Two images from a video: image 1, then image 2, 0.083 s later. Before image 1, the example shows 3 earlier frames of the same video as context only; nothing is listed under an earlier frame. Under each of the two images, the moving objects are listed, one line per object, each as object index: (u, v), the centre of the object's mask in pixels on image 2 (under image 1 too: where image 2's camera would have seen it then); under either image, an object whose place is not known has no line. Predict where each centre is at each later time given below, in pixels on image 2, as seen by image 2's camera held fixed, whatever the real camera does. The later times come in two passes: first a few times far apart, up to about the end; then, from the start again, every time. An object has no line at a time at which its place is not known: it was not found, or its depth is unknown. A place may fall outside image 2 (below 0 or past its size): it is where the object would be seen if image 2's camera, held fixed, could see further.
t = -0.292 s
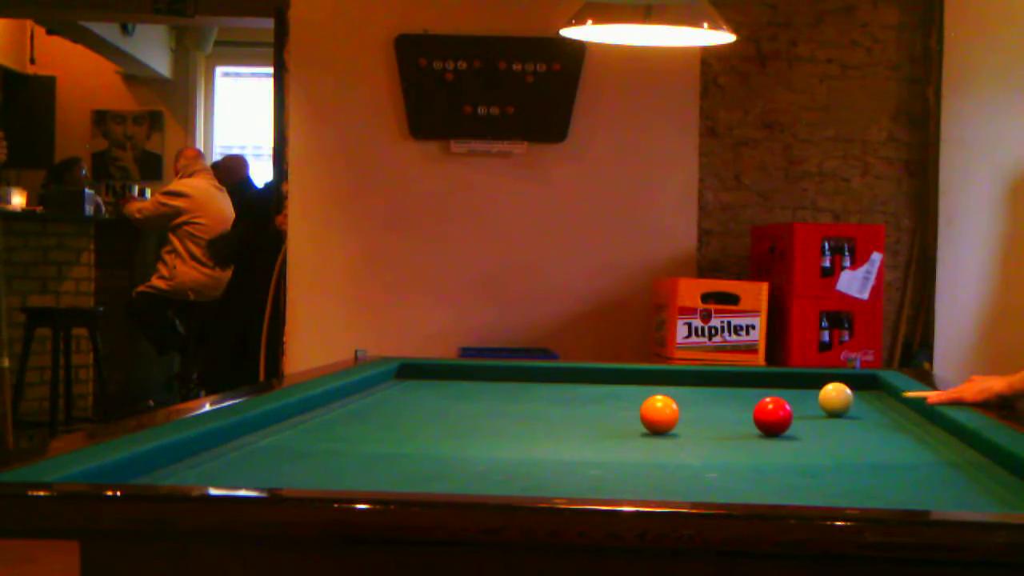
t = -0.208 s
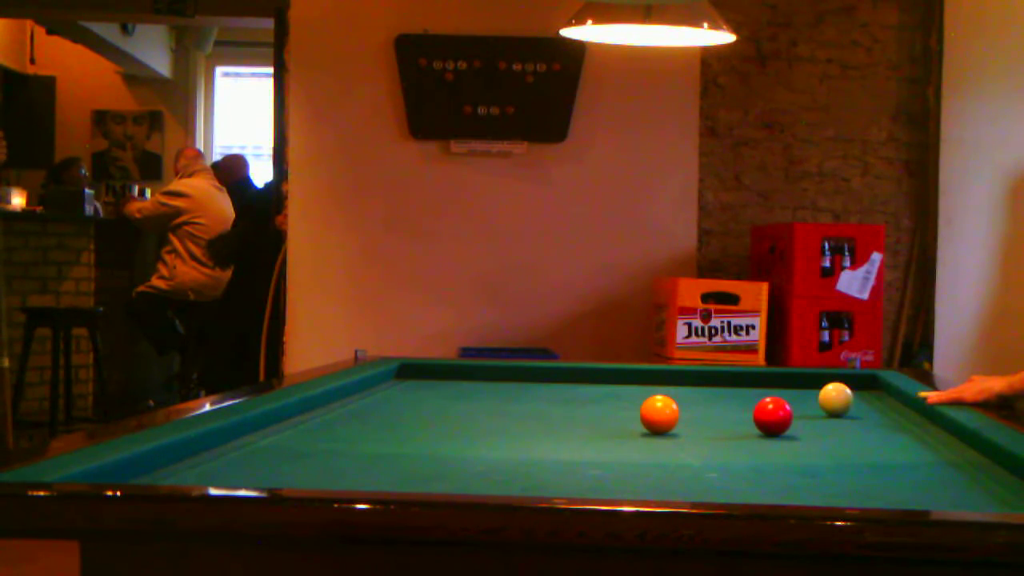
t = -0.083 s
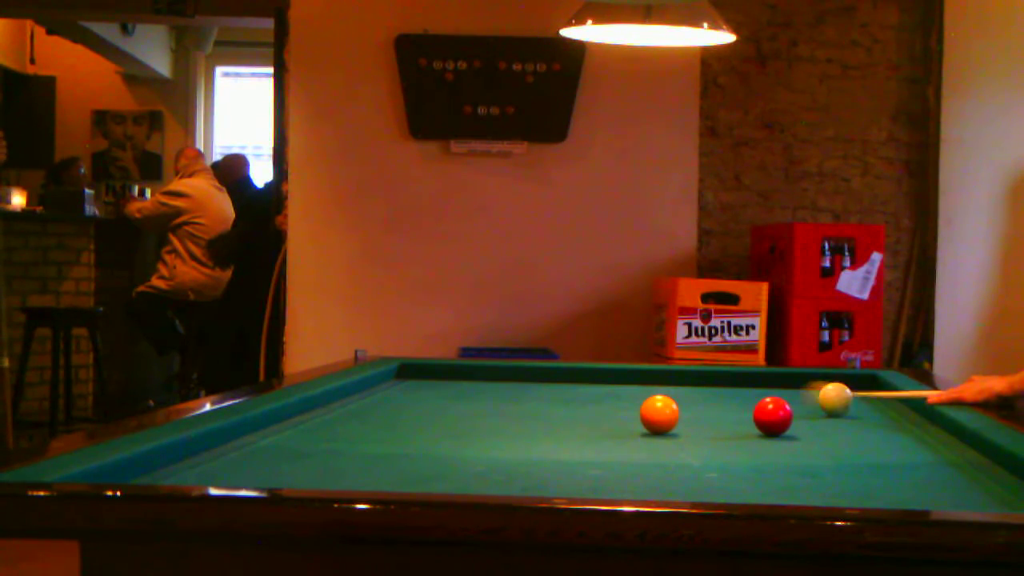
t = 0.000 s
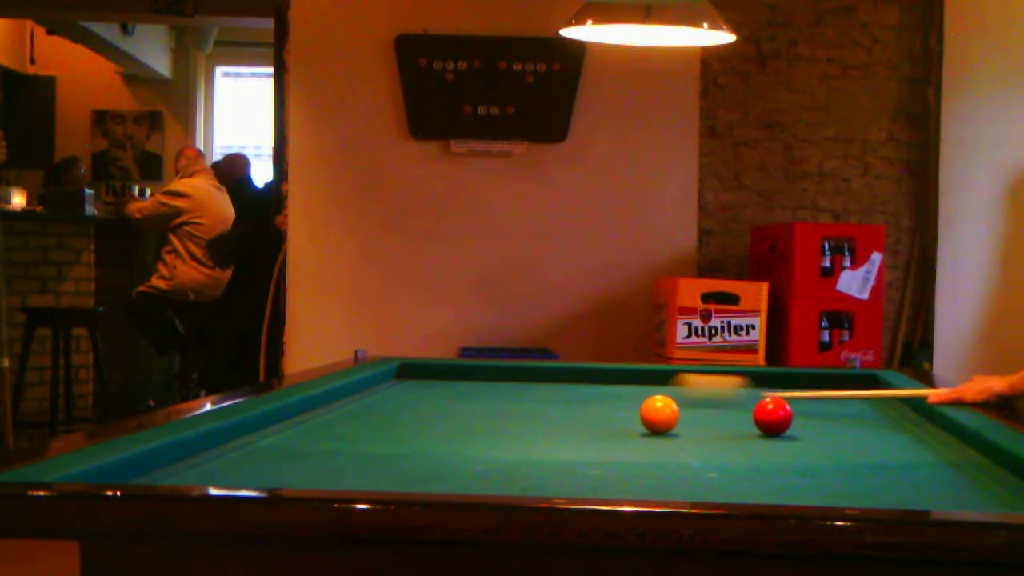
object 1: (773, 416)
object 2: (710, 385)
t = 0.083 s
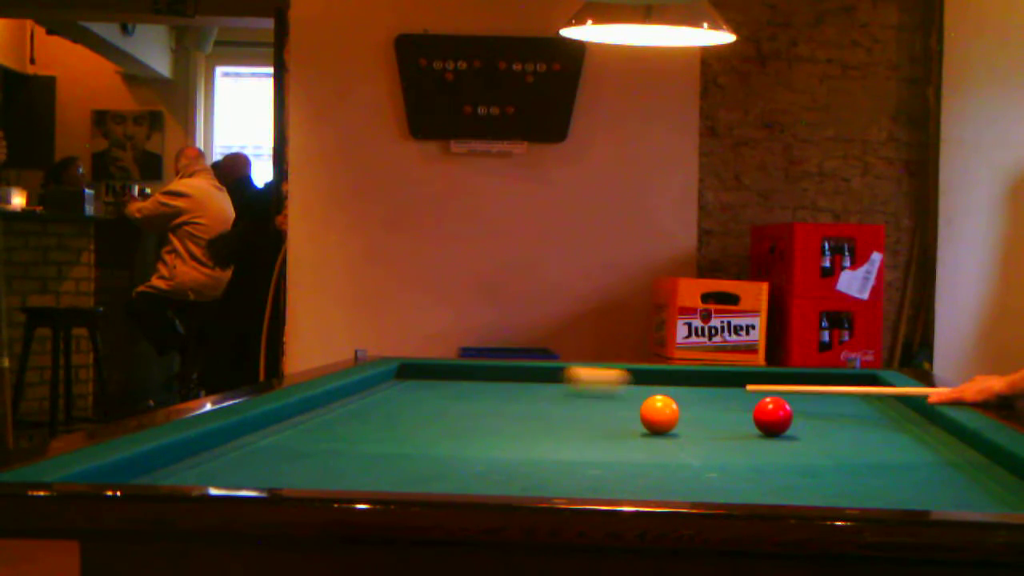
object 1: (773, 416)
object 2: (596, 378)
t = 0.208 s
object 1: (772, 416)
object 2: (456, 369)
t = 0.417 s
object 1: (773, 416)
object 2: (534, 372)
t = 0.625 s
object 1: (772, 416)
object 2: (681, 385)
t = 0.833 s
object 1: (773, 416)
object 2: (830, 396)
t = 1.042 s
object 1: (773, 416)
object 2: (851, 408)
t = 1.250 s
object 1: (725, 418)
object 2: (810, 417)
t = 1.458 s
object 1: (635, 423)
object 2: (810, 423)
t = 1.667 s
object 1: (547, 428)
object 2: (809, 429)
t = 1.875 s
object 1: (449, 434)
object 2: (808, 435)
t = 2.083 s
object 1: (343, 440)
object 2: (807, 442)
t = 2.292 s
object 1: (230, 445)
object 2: (806, 450)
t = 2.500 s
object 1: (211, 455)
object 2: (804, 457)
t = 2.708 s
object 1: (254, 463)
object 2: (801, 466)
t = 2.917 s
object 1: (300, 469)
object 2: (798, 474)
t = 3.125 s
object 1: (349, 475)
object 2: (796, 481)
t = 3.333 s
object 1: (403, 481)
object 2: (792, 486)
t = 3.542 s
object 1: (469, 480)
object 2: (788, 491)
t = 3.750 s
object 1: (529, 479)
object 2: (770, 492)
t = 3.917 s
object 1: (575, 478)
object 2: (743, 489)
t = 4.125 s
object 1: (628, 477)
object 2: (712, 485)
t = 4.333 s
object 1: (669, 461)
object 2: (683, 481)
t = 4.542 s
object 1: (724, 474)
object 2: (656, 477)
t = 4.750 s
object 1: (767, 472)
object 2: (632, 475)
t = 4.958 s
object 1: (806, 469)
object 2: (608, 471)
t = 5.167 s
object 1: (843, 467)
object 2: (587, 468)
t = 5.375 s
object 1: (878, 465)
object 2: (566, 464)
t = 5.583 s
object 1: (910, 462)
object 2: (547, 461)
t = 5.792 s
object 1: (940, 460)
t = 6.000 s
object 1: (967, 458)
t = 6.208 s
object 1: (983, 456)
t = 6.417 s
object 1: (964, 454)
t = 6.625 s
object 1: (947, 451)
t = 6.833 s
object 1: (930, 450)
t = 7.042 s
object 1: (915, 448)
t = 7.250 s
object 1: (901, 447)
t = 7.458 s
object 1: (889, 446)
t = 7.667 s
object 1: (876, 444)
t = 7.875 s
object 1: (866, 443)
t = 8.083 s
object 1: (856, 442)
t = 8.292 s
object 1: (848, 442)
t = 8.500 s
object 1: (841, 441)
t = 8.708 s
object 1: (835, 441)
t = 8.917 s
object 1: (830, 440)
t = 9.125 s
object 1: (826, 440)
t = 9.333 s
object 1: (824, 439)
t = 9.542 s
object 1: (822, 440)
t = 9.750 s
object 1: (822, 439)
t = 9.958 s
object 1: (822, 440)
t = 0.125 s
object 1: (773, 416)
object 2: (544, 373)
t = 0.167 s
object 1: (773, 416)
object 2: (499, 372)
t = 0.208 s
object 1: (772, 416)
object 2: (456, 369)
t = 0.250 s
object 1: (773, 416)
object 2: (420, 367)
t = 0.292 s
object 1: (773, 416)
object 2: (438, 366)
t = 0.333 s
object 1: (773, 416)
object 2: (471, 368)
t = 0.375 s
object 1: (773, 416)
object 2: (502, 371)
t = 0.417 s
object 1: (773, 416)
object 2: (534, 372)
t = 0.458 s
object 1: (773, 416)
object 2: (565, 376)
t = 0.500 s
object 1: (773, 416)
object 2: (595, 377)
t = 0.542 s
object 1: (773, 416)
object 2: (624, 378)
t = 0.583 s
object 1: (773, 416)
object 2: (653, 381)
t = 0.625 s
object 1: (772, 416)
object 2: (681, 385)
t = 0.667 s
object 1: (773, 416)
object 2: (709, 385)
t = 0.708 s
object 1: (773, 416)
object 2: (737, 387)
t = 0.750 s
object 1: (773, 416)
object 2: (767, 388)
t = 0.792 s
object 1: (772, 416)
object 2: (799, 393)
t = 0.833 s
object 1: (773, 416)
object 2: (830, 396)
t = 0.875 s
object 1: (773, 416)
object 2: (863, 399)
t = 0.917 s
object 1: (773, 416)
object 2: (894, 400)
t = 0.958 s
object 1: (773, 416)
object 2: (890, 403)
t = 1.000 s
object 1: (773, 416)
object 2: (870, 406)
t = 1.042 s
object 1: (773, 416)
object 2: (851, 408)
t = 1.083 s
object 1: (773, 416)
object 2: (834, 410)
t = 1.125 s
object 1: (773, 416)
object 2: (817, 412)
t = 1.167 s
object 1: (766, 415)
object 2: (805, 414)
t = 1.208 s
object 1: (746, 416)
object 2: (808, 416)
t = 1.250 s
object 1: (725, 418)
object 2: (810, 417)
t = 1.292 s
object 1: (707, 419)
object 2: (811, 418)
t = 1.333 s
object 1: (692, 420)
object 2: (810, 419)
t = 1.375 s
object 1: (674, 421)
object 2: (810, 420)
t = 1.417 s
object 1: (655, 423)
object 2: (810, 422)
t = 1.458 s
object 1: (635, 423)
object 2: (810, 423)
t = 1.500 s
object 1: (619, 424)
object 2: (810, 424)
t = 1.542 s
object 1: (603, 425)
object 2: (810, 425)
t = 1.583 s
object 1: (584, 426)
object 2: (809, 426)
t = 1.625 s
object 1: (565, 427)
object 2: (809, 428)
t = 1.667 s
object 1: (547, 428)
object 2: (809, 429)
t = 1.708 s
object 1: (527, 429)
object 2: (809, 430)
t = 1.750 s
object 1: (509, 430)
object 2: (809, 431)
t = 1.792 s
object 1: (489, 432)
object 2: (809, 433)
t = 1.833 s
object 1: (469, 432)
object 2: (808, 434)
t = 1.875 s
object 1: (449, 434)
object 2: (808, 435)
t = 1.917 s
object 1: (428, 434)
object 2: (808, 437)
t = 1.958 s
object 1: (407, 436)
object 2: (808, 438)
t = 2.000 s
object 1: (387, 437)
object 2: (808, 439)
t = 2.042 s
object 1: (365, 438)
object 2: (807, 441)
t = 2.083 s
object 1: (343, 440)
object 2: (807, 442)
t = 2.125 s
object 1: (321, 440)
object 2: (806, 444)
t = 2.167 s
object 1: (297, 442)
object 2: (806, 445)
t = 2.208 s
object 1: (275, 444)
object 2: (806, 447)
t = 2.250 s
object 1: (252, 445)
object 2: (806, 448)
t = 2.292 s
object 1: (230, 445)
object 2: (806, 450)
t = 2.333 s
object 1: (205, 447)
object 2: (805, 451)
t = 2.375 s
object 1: (186, 450)
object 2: (805, 453)
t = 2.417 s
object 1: (194, 452)
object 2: (804, 454)
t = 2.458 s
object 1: (202, 454)
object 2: (804, 456)
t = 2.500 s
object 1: (211, 455)
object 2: (804, 457)
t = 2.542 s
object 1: (219, 457)
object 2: (803, 459)
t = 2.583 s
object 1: (227, 459)
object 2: (803, 461)
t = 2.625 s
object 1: (236, 460)
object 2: (802, 462)
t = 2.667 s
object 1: (245, 462)
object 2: (802, 464)
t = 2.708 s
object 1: (254, 463)
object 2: (801, 466)
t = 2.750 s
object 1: (263, 465)
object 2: (801, 468)
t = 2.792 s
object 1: (272, 466)
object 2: (800, 469)
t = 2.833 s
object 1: (281, 467)
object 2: (799, 471)
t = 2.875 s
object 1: (290, 468)
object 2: (799, 473)
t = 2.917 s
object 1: (300, 469)
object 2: (798, 474)
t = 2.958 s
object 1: (309, 470)
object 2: (798, 475)
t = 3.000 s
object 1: (319, 471)
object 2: (797, 477)
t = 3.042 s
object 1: (329, 473)
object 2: (796, 478)
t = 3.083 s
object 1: (338, 474)
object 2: (796, 480)
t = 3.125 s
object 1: (349, 475)
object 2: (796, 481)
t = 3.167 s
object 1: (359, 476)
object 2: (795, 482)
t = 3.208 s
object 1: (369, 478)
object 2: (794, 483)
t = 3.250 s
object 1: (379, 479)
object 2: (793, 484)
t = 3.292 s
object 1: (390, 481)
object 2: (792, 485)
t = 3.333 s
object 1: (403, 481)
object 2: (792, 486)
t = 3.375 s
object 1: (417, 481)
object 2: (791, 487)
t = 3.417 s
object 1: (430, 481)
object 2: (790, 488)
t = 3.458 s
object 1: (443, 480)
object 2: (789, 489)
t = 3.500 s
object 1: (456, 480)
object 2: (789, 490)
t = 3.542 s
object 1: (469, 480)
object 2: (788, 491)
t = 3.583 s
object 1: (480, 480)
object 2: (787, 492)
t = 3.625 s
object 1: (493, 479)
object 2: (786, 493)
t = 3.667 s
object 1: (506, 479)
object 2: (785, 494)
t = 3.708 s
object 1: (518, 479)
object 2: (778, 493)
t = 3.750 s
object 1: (529, 479)
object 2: (770, 492)
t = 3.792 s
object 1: (541, 479)
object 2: (763, 491)
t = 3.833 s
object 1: (552, 479)
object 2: (756, 490)
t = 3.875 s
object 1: (563, 478)
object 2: (749, 490)
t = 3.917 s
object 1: (575, 478)
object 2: (743, 489)
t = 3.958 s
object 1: (586, 478)
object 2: (736, 488)
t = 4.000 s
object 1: (596, 478)
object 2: (730, 487)
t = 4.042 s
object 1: (607, 478)
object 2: (724, 486)
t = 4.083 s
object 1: (617, 477)
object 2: (718, 486)
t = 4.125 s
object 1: (628, 477)
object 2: (712, 485)
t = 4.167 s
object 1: (638, 477)
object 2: (706, 484)
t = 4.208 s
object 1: (646, 476)
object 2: (701, 484)
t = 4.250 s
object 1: (651, 474)
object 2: (695, 483)
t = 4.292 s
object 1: (657, 471)
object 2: (689, 482)
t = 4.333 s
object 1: (669, 461)
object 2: (683, 481)
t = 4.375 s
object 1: (699, 466)
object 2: (678, 481)
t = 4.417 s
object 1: (706, 472)
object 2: (672, 480)
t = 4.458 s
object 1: (711, 474)
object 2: (667, 479)
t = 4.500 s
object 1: (716, 475)
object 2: (661, 478)
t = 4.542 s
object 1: (724, 474)
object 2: (656, 477)
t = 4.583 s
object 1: (733, 474)
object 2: (650, 477)
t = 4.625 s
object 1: (741, 473)
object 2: (646, 477)
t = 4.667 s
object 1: (750, 473)
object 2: (641, 476)
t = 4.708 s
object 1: (759, 473)
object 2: (636, 475)
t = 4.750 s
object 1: (767, 472)
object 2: (632, 475)
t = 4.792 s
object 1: (775, 472)
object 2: (626, 474)
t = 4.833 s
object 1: (783, 471)
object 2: (622, 473)
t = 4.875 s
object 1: (791, 470)
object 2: (617, 472)
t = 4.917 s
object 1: (798, 470)
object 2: (612, 472)
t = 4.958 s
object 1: (806, 469)
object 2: (608, 471)
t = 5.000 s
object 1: (814, 469)
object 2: (604, 471)
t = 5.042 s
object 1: (821, 468)
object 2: (599, 470)
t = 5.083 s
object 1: (829, 468)
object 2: (595, 469)
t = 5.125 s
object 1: (836, 468)
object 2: (591, 469)
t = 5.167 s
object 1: (843, 467)
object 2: (587, 468)
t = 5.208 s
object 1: (851, 467)
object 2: (583, 468)
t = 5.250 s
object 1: (858, 466)
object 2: (579, 467)
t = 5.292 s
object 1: (865, 465)
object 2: (575, 466)
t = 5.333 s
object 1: (872, 465)
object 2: (571, 465)
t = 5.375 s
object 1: (878, 465)
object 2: (566, 464)
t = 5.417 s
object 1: (885, 464)
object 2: (562, 463)
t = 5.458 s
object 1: (891, 463)
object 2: (558, 463)
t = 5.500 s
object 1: (898, 463)
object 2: (555, 462)
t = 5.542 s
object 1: (904, 463)
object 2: (551, 461)
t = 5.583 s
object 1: (910, 462)
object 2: (547, 461)
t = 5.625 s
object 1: (916, 461)
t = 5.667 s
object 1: (923, 461)
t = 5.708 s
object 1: (928, 461)
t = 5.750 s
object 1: (935, 460)
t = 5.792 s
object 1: (940, 460)
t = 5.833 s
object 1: (946, 460)
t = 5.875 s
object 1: (951, 459)
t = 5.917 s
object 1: (957, 459)
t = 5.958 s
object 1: (962, 458)
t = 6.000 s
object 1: (967, 458)
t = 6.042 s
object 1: (973, 458)
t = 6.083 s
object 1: (977, 457)
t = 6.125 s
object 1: (982, 456)
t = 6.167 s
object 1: (986, 456)
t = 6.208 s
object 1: (983, 456)
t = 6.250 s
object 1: (979, 456)
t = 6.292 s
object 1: (975, 455)
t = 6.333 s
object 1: (971, 455)
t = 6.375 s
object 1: (968, 454)
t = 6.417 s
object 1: (964, 454)
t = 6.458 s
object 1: (961, 453)
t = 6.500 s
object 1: (957, 453)
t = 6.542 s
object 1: (953, 452)
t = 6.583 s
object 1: (950, 452)
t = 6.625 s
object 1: (947, 451)
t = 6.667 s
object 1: (943, 451)
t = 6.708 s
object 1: (940, 451)
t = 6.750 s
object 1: (937, 450)
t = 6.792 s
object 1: (934, 450)
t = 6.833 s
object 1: (930, 450)
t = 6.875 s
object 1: (927, 449)
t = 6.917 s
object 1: (924, 449)
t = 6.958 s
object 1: (921, 449)
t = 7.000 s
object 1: (918, 448)
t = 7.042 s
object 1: (915, 448)
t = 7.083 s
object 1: (912, 447)
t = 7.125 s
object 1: (909, 448)
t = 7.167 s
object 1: (907, 447)
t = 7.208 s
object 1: (904, 447)
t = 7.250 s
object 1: (901, 447)
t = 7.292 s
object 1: (898, 446)
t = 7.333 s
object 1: (896, 446)
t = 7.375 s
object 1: (893, 446)
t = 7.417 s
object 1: (891, 446)
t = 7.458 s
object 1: (889, 446)
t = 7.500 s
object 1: (886, 445)
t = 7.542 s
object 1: (883, 445)
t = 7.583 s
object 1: (881, 445)
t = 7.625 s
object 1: (879, 445)
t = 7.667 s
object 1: (876, 444)
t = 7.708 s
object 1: (874, 444)
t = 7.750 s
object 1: (872, 444)
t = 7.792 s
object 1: (870, 444)
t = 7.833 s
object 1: (868, 444)
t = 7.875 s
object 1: (866, 443)
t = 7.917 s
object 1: (864, 443)
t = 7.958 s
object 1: (863, 443)
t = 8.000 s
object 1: (861, 443)
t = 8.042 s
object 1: (858, 442)
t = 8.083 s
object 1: (856, 442)
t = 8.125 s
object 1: (855, 442)
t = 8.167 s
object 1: (853, 442)
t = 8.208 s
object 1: (852, 442)
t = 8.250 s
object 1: (850, 442)
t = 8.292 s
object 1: (848, 442)
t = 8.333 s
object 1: (847, 441)
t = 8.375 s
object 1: (845, 441)
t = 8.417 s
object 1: (844, 441)
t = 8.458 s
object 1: (842, 441)
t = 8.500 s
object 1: (841, 441)
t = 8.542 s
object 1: (840, 441)
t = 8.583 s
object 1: (839, 441)
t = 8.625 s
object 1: (837, 440)
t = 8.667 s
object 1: (836, 440)
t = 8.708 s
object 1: (835, 441)
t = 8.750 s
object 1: (834, 441)
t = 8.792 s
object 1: (833, 440)
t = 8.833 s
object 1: (832, 440)
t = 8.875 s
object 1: (831, 440)
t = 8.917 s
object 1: (830, 440)
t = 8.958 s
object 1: (829, 440)
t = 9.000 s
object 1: (829, 440)
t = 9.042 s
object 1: (828, 440)
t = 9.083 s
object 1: (827, 440)
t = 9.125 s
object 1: (826, 440)
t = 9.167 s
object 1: (826, 439)
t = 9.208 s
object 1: (826, 439)
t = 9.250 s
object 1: (825, 439)
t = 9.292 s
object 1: (825, 439)
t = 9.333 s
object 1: (824, 439)
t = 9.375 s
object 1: (824, 439)
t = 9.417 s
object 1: (823, 439)
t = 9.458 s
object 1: (823, 439)
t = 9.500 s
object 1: (823, 440)
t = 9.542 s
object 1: (822, 440)
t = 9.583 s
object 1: (822, 440)
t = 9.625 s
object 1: (822, 440)
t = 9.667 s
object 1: (822, 440)
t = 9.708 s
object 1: (822, 439)
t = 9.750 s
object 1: (822, 439)
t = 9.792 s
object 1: (822, 439)
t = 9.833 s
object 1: (822, 439)
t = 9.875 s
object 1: (822, 440)
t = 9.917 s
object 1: (822, 439)
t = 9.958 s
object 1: (822, 440)
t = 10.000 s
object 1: (822, 440)
